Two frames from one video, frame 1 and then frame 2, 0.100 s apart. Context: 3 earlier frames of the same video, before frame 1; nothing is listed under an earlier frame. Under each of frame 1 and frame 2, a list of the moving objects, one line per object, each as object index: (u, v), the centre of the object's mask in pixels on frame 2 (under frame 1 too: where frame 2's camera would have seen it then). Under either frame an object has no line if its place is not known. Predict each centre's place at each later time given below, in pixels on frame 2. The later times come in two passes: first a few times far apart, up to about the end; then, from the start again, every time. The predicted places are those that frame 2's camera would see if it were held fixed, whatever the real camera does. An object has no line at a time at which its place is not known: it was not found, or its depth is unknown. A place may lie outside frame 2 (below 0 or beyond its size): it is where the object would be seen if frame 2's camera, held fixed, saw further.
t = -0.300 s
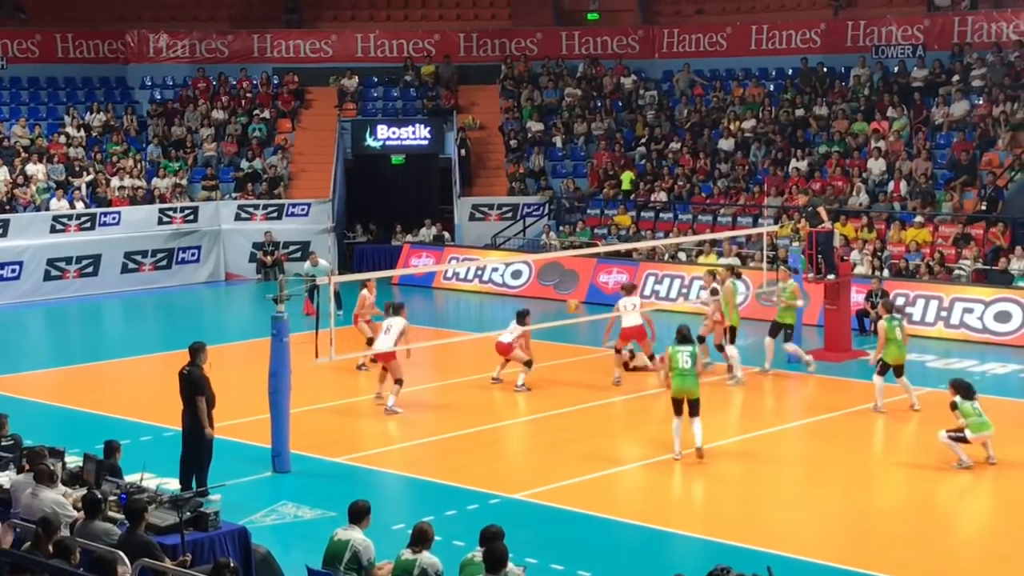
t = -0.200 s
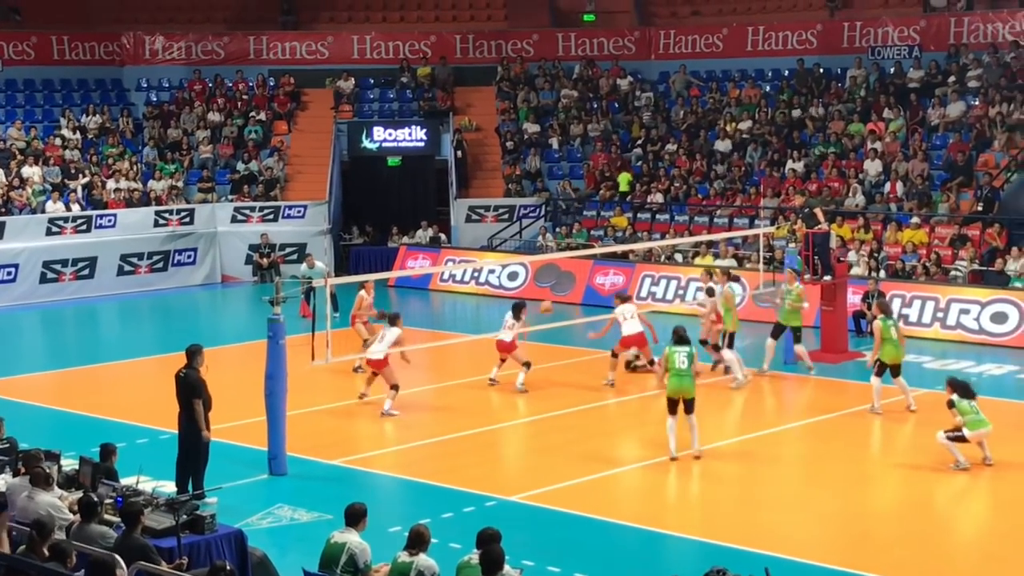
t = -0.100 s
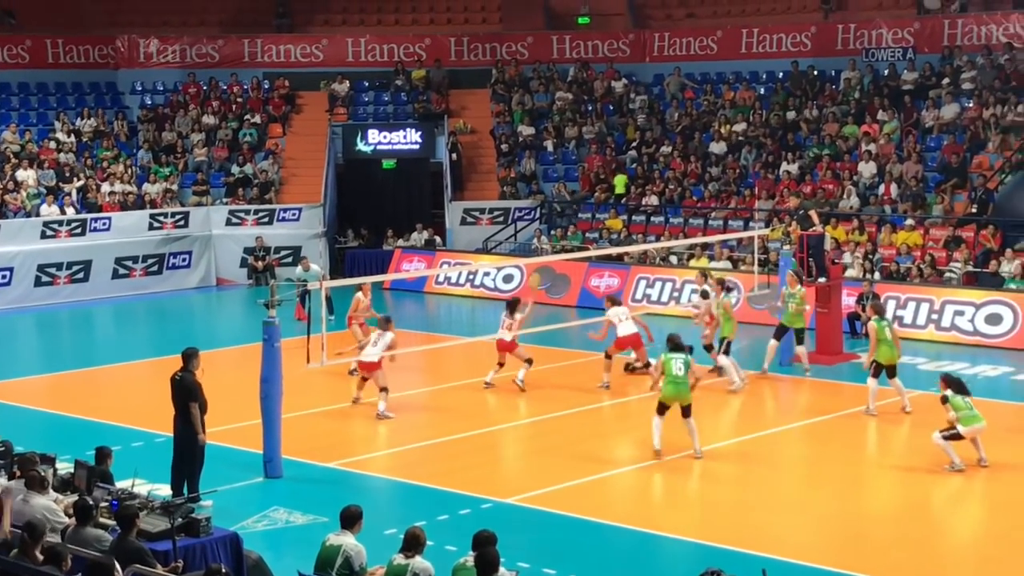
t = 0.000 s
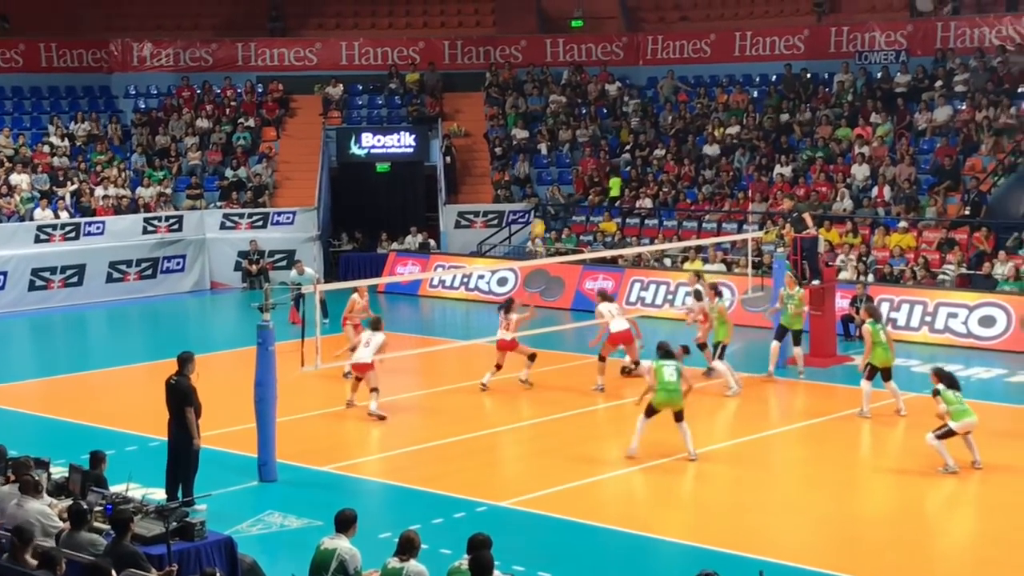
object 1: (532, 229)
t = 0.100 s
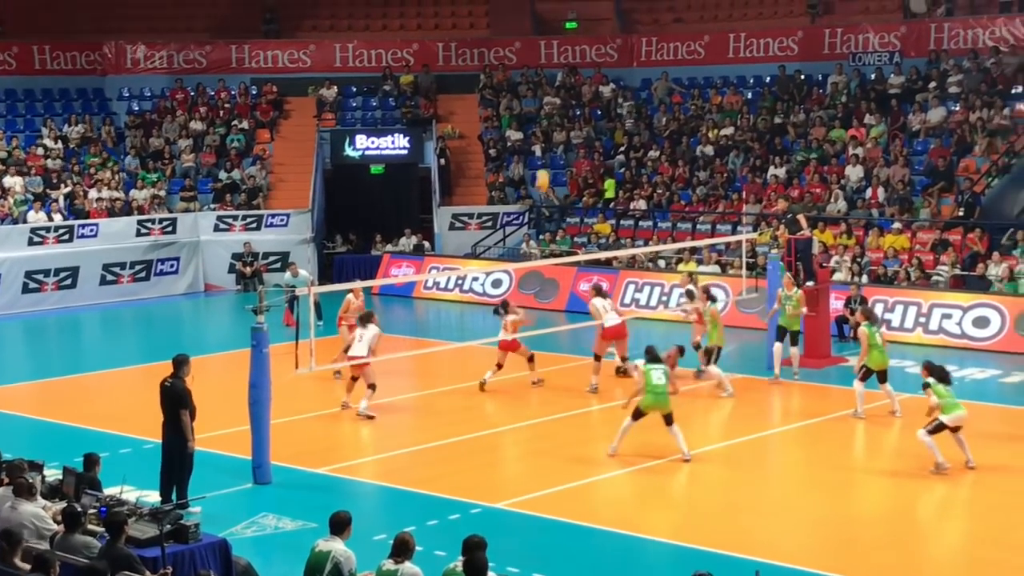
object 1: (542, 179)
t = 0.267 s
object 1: (558, 108)
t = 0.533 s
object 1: (584, 28)
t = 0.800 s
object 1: (609, -3)
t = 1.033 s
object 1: (632, 3)
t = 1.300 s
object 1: (660, 61)
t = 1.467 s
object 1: (677, 122)
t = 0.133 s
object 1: (545, 164)
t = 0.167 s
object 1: (548, 149)
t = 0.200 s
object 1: (552, 134)
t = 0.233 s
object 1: (555, 121)
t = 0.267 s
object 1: (558, 108)
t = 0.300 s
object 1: (561, 96)
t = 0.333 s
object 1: (564, 84)
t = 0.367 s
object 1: (567, 73)
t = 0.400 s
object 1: (571, 62)
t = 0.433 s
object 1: (574, 53)
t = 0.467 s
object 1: (577, 43)
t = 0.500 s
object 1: (580, 36)
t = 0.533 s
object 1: (584, 28)
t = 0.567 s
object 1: (587, 21)
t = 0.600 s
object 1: (590, 15)
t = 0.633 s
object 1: (593, 10)
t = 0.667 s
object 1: (596, 5)
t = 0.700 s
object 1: (599, 1)
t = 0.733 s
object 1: (603, -2)
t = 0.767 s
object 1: (606, -3)
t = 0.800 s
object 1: (609, -3)
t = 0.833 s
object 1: (613, -4)
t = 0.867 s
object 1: (616, -4)
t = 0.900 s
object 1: (619, -3)
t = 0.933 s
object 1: (622, -3)
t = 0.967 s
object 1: (626, -2)
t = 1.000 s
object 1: (629, 0)
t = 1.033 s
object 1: (632, 3)
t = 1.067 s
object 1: (636, 8)
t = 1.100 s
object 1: (639, 13)
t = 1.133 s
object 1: (642, 19)
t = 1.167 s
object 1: (646, 26)
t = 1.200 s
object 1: (649, 34)
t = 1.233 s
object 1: (652, 42)
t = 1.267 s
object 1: (656, 51)
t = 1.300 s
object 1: (660, 61)
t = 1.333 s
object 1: (663, 72)
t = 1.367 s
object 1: (666, 84)
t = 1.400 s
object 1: (670, 96)
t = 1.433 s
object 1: (674, 109)
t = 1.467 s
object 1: (677, 122)
